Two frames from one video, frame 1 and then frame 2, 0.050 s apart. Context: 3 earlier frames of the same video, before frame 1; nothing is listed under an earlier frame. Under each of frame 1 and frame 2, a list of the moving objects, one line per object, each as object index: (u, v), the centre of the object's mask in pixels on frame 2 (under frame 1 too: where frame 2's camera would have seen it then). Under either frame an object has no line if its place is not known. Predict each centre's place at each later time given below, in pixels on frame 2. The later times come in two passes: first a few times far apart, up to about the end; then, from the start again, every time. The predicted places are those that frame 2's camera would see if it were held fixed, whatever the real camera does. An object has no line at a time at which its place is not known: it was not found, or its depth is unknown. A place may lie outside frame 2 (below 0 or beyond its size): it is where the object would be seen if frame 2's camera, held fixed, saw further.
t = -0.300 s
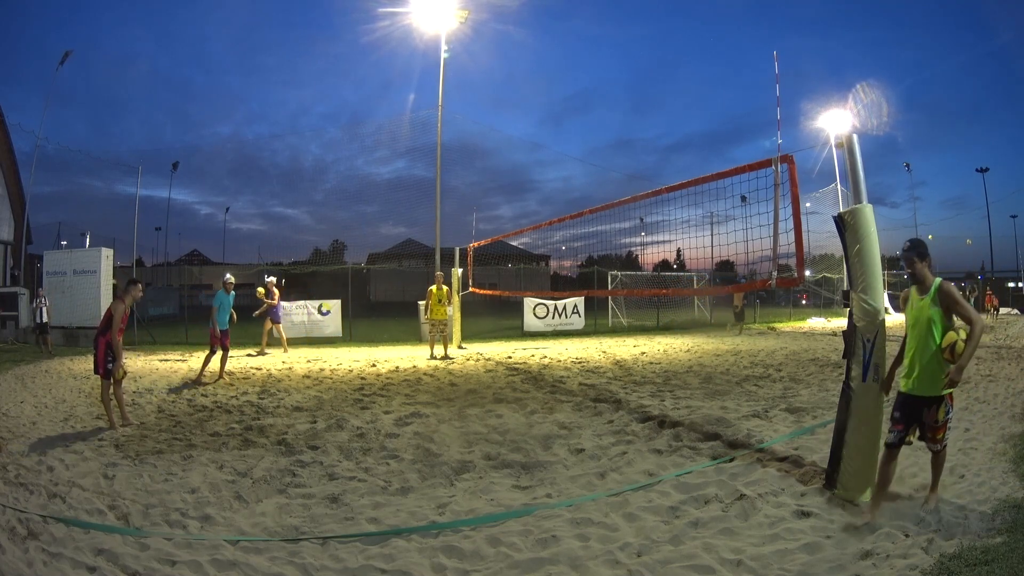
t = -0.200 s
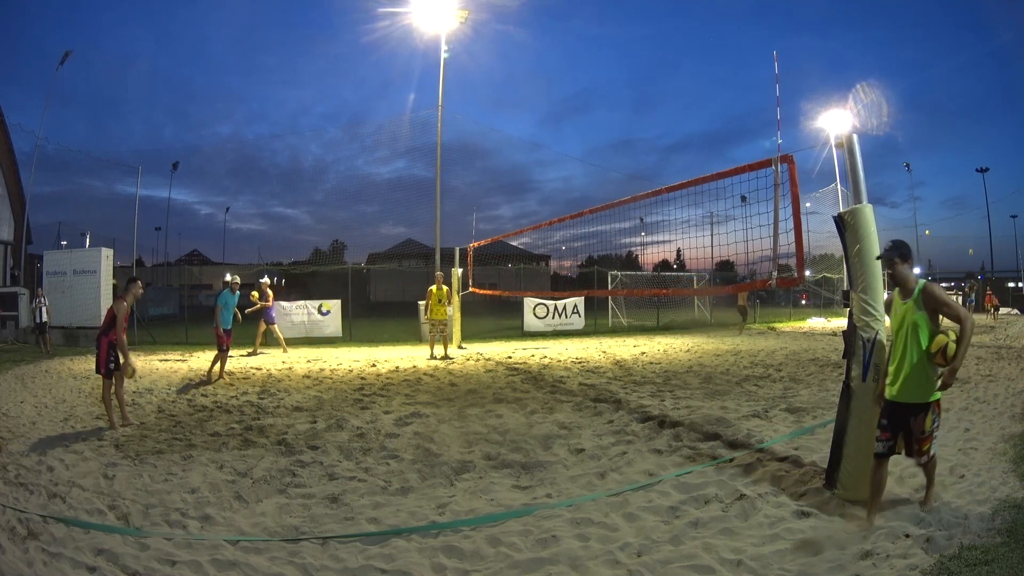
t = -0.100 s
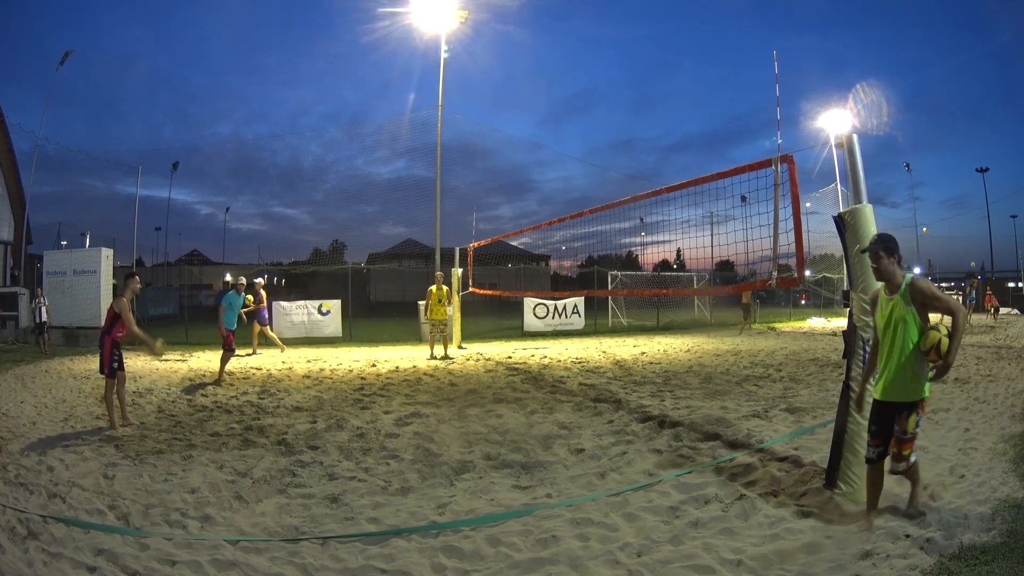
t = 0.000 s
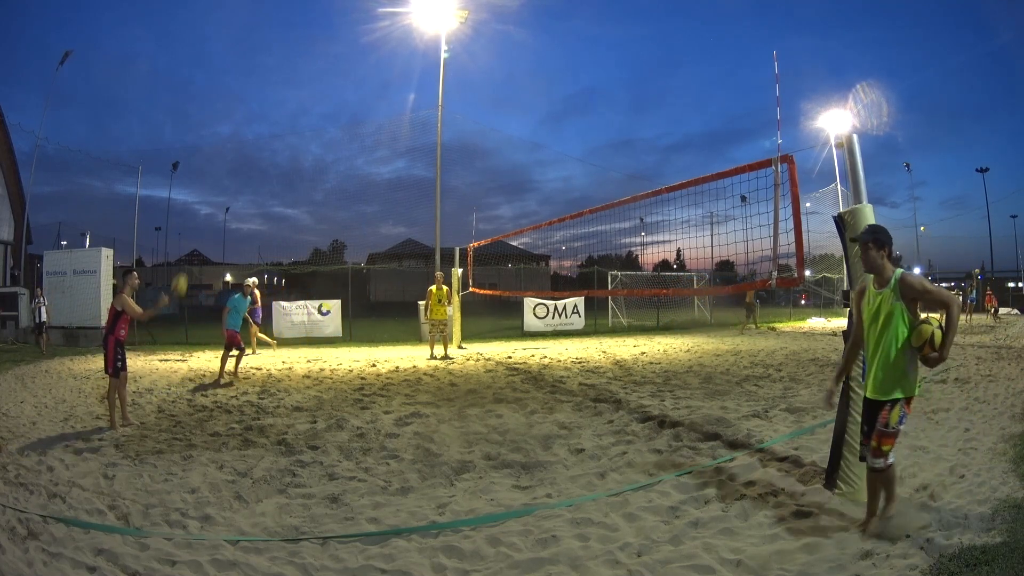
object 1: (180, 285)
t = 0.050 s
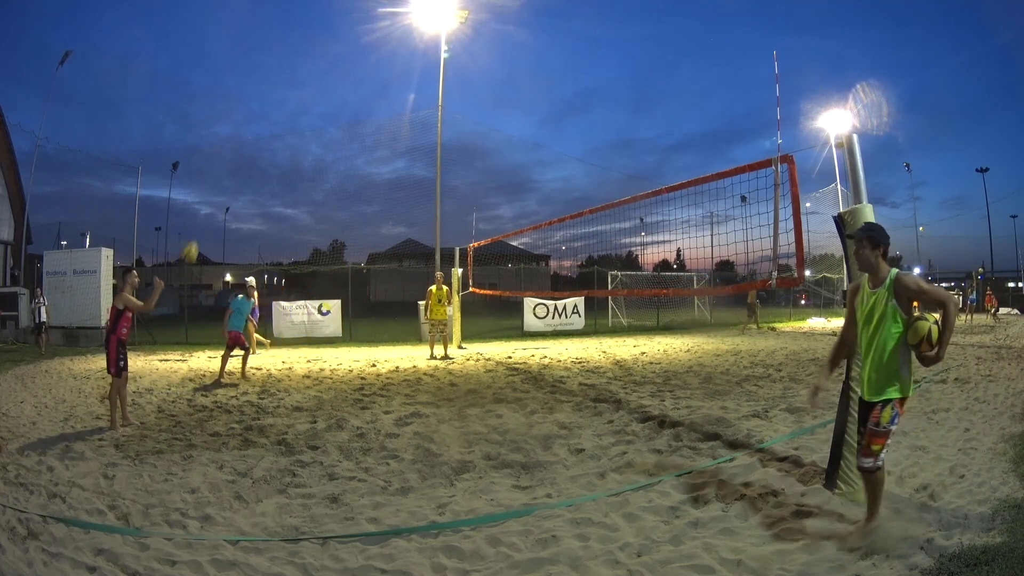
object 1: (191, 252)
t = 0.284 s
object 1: (245, 139)
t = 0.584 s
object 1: (304, 79)
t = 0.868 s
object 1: (347, 82)
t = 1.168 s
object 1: (383, 134)
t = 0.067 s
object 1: (194, 242)
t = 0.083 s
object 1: (198, 231)
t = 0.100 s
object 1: (202, 223)
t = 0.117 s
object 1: (206, 213)
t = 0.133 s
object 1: (210, 204)
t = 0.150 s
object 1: (213, 196)
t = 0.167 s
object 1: (217, 188)
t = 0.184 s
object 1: (221, 180)
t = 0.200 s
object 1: (225, 172)
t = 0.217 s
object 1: (229, 165)
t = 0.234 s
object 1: (233, 158)
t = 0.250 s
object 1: (237, 152)
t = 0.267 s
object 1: (240, 145)
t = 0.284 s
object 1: (245, 139)
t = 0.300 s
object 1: (248, 134)
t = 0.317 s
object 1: (252, 128)
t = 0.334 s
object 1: (255, 124)
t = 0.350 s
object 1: (259, 119)
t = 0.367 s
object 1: (262, 115)
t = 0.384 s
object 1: (265, 111)
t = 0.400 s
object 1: (269, 107)
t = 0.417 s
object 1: (272, 103)
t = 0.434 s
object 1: (276, 100)
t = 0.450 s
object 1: (279, 97)
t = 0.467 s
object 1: (282, 94)
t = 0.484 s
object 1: (285, 91)
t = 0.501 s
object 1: (289, 89)
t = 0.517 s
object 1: (292, 86)
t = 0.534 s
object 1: (295, 84)
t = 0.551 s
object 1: (298, 82)
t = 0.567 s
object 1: (301, 81)
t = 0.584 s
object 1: (304, 79)
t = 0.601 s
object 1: (307, 78)
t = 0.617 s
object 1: (309, 77)
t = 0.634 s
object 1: (312, 76)
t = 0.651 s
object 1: (315, 75)
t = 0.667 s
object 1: (317, 75)
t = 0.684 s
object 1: (320, 75)
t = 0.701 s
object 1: (323, 74)
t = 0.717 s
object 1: (325, 74)
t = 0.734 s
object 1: (328, 74)
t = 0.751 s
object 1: (330, 75)
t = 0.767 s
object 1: (333, 75)
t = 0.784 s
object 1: (335, 76)
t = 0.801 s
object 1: (338, 77)
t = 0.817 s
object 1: (340, 78)
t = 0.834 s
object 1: (342, 79)
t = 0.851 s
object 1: (345, 80)
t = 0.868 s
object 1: (347, 82)
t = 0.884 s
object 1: (349, 83)
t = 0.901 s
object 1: (351, 85)
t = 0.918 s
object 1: (353, 87)
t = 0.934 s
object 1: (356, 89)
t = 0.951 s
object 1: (358, 91)
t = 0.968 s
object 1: (360, 94)
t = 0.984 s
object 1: (362, 96)
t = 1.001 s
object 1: (364, 99)
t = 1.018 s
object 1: (366, 102)
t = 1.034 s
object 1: (368, 105)
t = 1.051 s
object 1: (370, 108)
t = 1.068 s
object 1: (372, 111)
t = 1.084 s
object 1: (374, 115)
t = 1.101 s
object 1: (376, 118)
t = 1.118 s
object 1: (378, 122)
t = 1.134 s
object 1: (380, 126)
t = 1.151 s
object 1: (381, 130)
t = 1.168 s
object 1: (383, 134)
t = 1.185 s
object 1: (385, 139)
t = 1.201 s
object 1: (387, 143)
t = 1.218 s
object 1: (389, 148)
